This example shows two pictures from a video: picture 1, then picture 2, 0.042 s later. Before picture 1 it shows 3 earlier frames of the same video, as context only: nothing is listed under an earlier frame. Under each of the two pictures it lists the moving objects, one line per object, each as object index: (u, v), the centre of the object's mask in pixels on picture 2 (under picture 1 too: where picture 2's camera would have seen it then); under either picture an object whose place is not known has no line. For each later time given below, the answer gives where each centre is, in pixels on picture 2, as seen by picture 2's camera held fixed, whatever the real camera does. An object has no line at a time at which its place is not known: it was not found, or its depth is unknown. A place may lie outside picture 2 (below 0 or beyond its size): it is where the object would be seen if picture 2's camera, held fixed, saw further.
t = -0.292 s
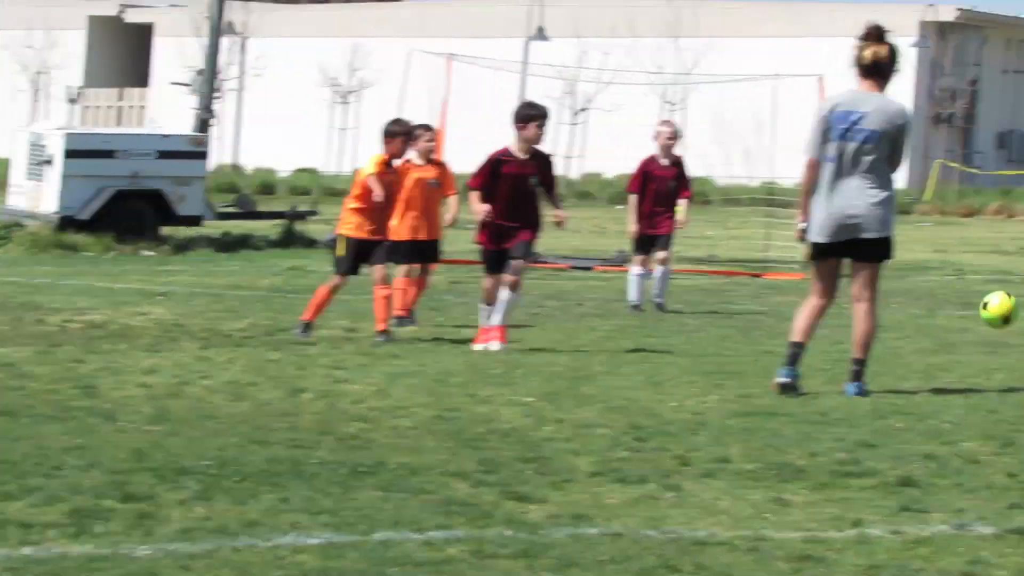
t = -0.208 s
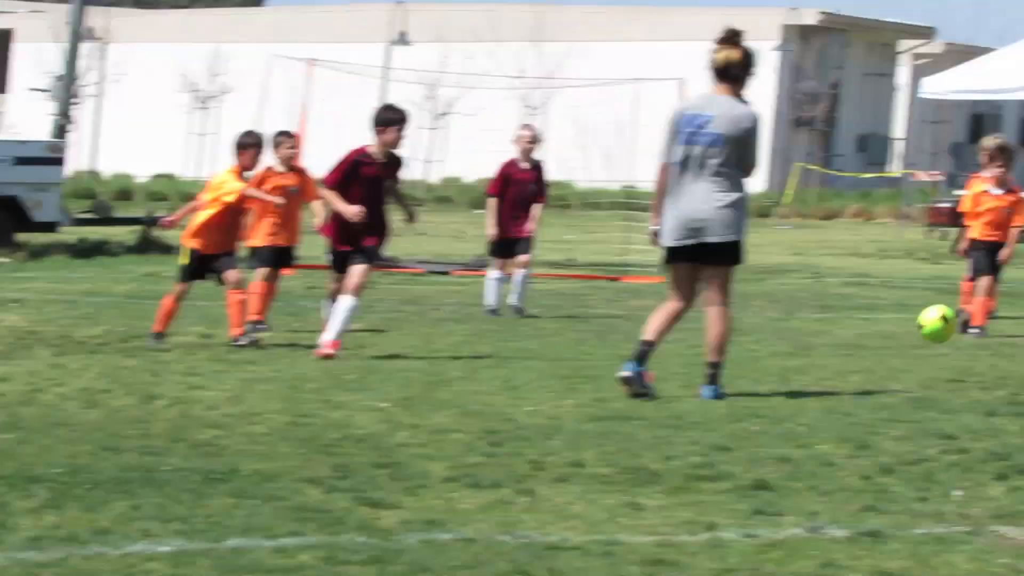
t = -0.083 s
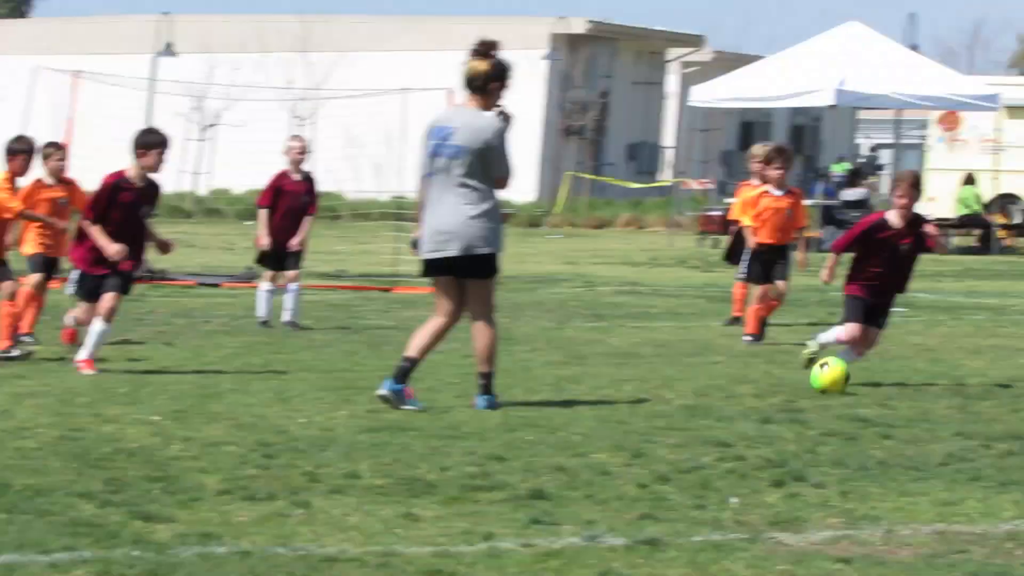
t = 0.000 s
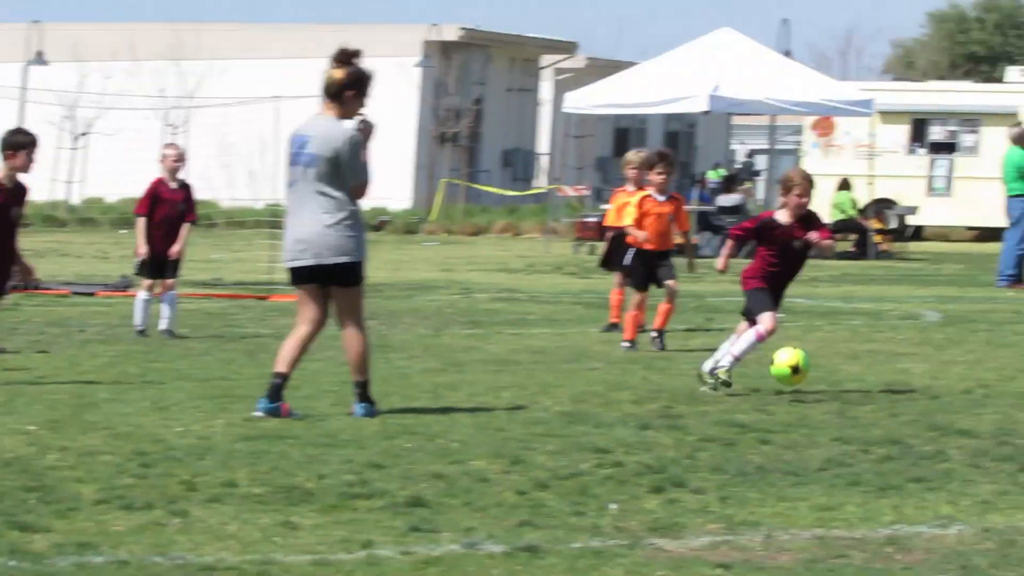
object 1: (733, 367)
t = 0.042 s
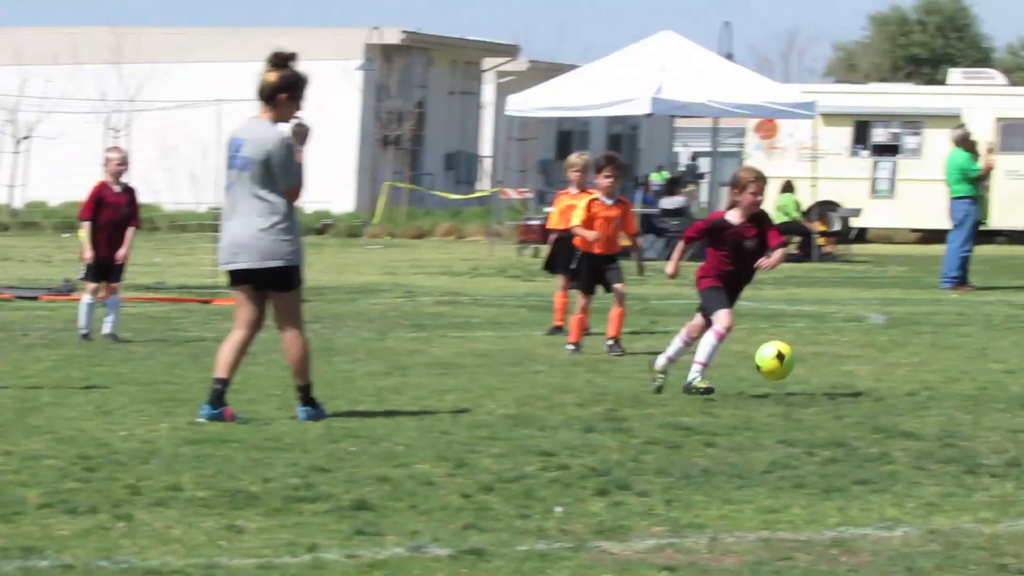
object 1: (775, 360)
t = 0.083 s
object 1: (815, 356)
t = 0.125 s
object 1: (854, 356)
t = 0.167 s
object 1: (895, 361)
